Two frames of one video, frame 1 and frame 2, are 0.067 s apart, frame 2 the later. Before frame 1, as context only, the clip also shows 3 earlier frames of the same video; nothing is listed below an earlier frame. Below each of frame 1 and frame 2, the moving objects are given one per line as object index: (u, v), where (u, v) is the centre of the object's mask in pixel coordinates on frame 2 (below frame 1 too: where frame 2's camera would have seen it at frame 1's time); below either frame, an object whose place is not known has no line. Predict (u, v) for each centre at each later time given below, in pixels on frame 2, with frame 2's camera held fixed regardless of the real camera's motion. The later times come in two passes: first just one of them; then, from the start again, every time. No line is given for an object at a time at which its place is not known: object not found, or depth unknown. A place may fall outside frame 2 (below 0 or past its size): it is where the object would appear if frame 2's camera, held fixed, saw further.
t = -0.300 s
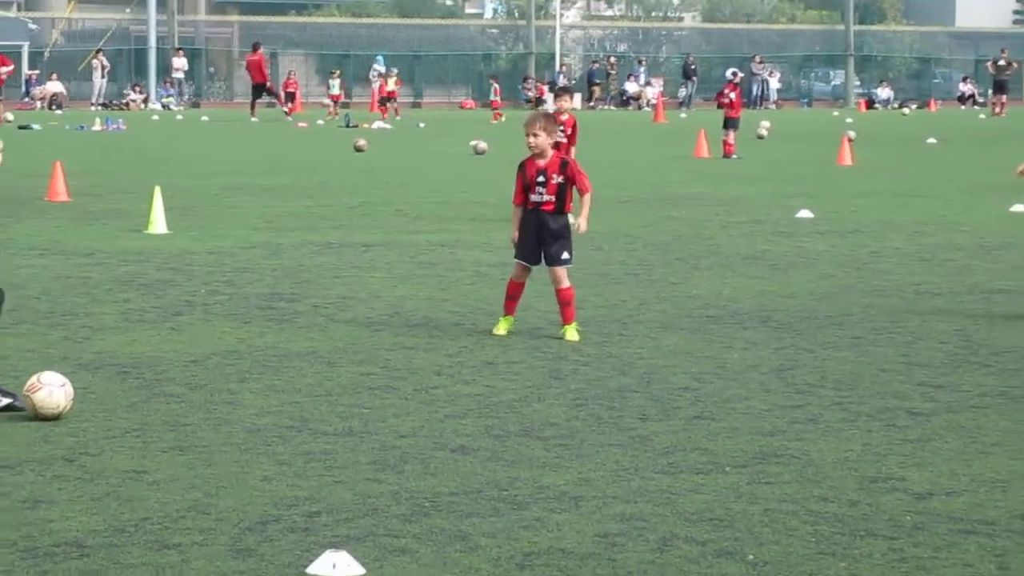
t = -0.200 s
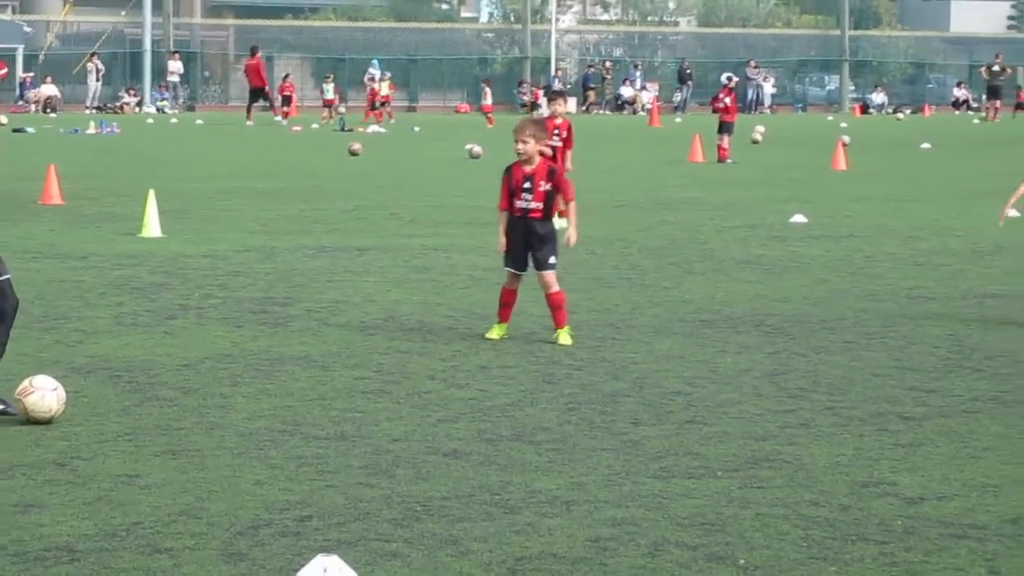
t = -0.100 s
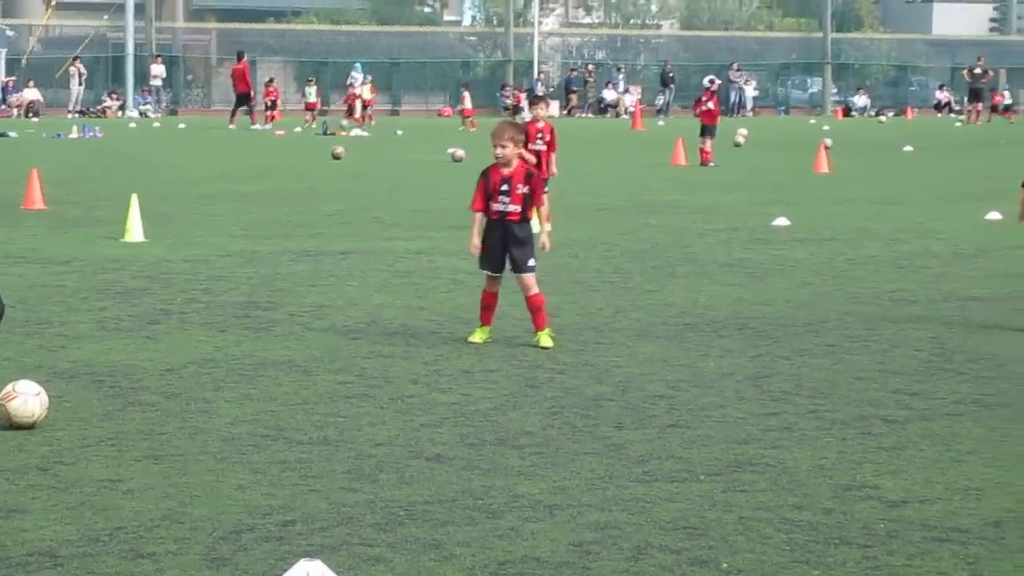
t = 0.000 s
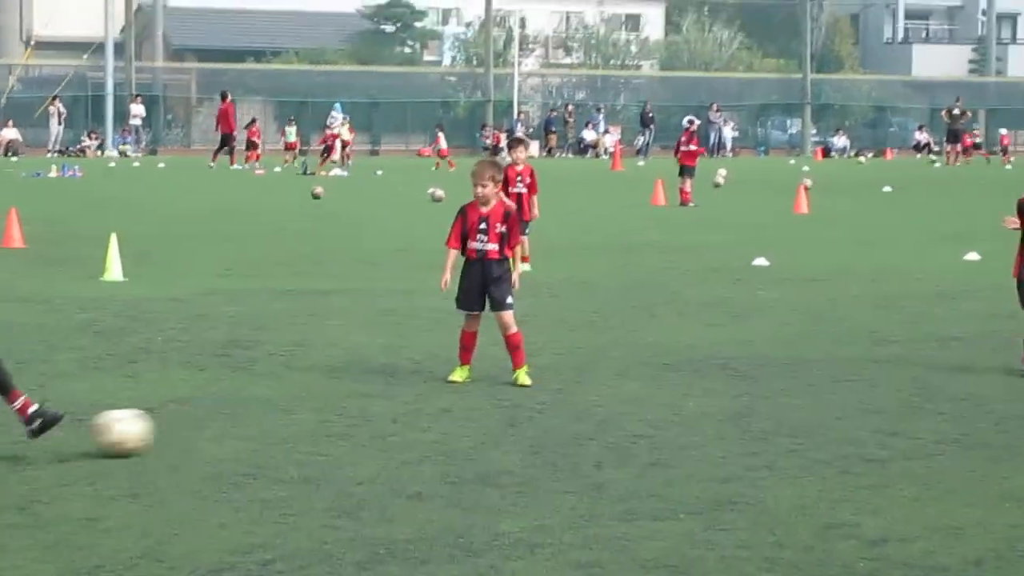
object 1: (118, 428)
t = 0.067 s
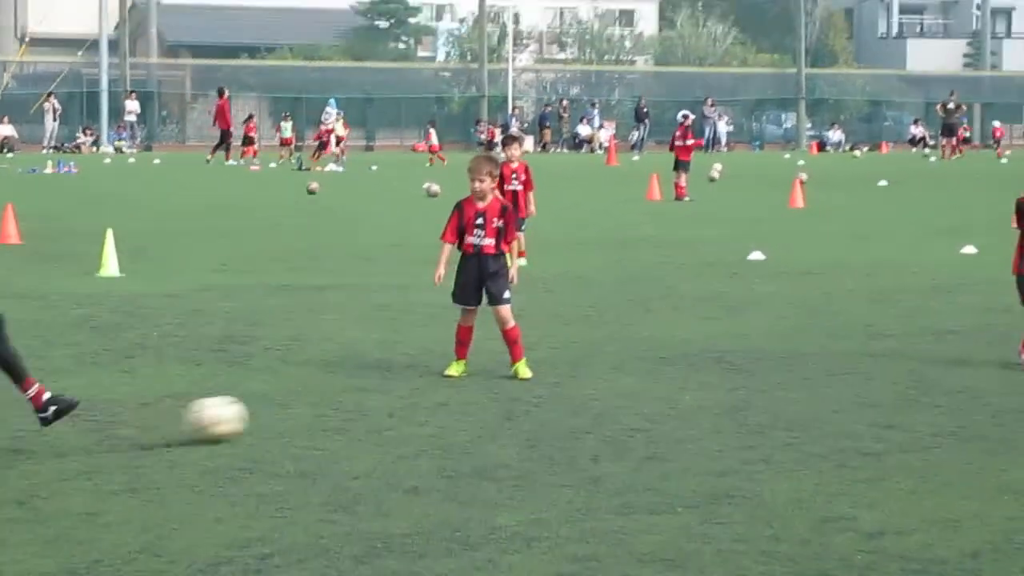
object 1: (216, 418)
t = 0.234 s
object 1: (418, 402)
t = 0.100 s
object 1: (261, 417)
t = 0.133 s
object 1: (304, 412)
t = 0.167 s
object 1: (345, 410)
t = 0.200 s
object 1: (383, 406)
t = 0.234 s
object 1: (418, 402)
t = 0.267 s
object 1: (452, 400)
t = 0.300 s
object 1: (484, 398)
